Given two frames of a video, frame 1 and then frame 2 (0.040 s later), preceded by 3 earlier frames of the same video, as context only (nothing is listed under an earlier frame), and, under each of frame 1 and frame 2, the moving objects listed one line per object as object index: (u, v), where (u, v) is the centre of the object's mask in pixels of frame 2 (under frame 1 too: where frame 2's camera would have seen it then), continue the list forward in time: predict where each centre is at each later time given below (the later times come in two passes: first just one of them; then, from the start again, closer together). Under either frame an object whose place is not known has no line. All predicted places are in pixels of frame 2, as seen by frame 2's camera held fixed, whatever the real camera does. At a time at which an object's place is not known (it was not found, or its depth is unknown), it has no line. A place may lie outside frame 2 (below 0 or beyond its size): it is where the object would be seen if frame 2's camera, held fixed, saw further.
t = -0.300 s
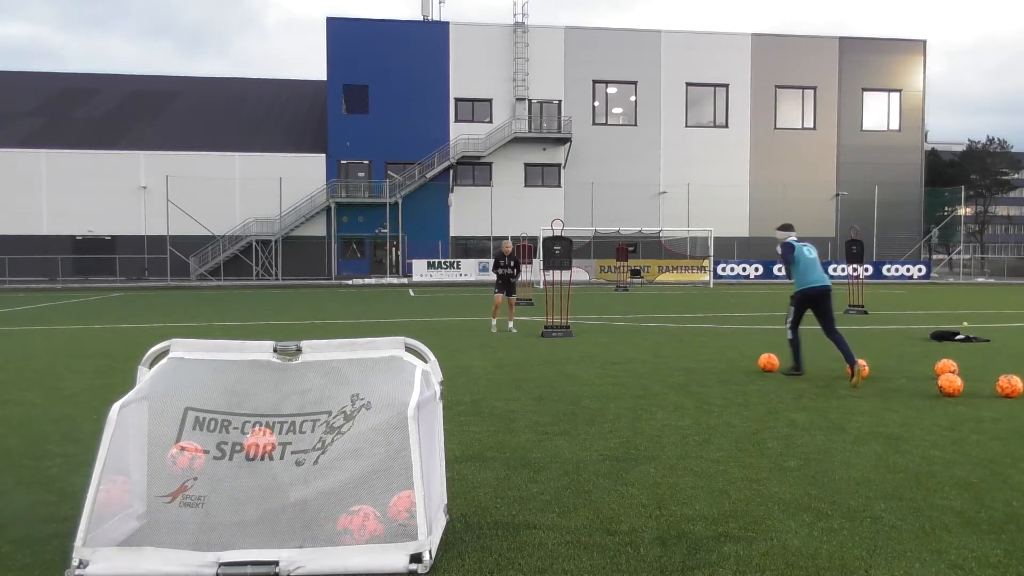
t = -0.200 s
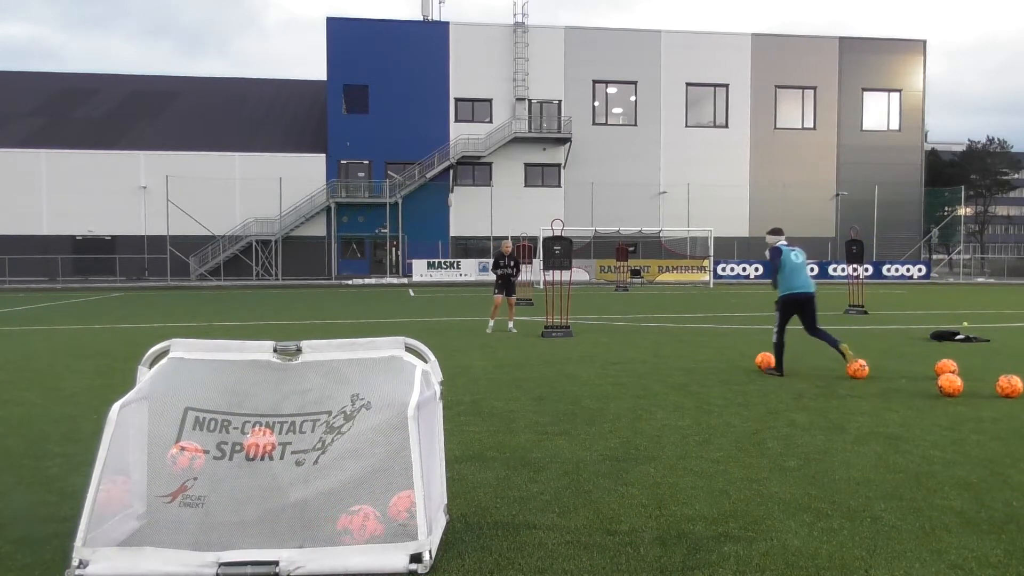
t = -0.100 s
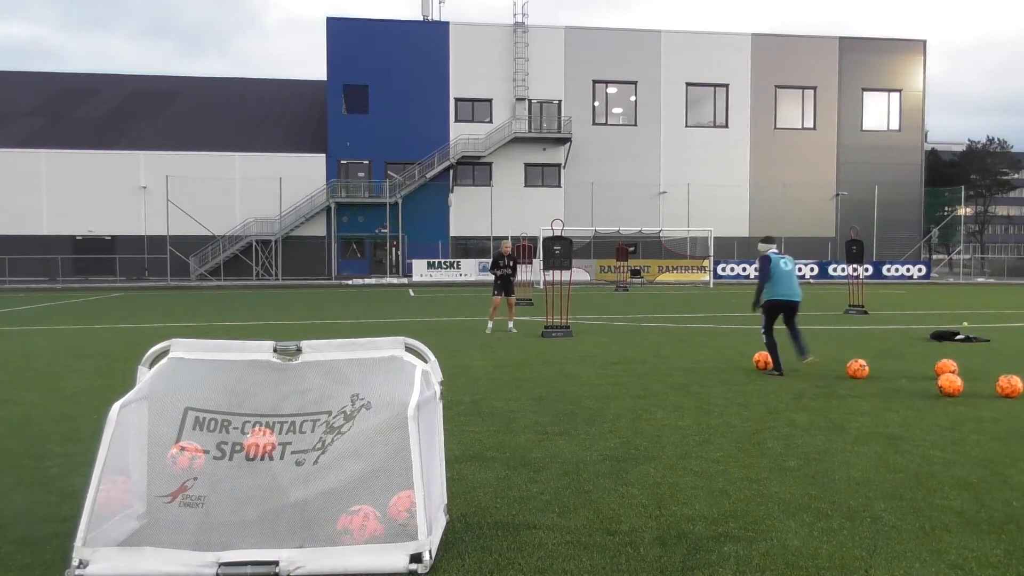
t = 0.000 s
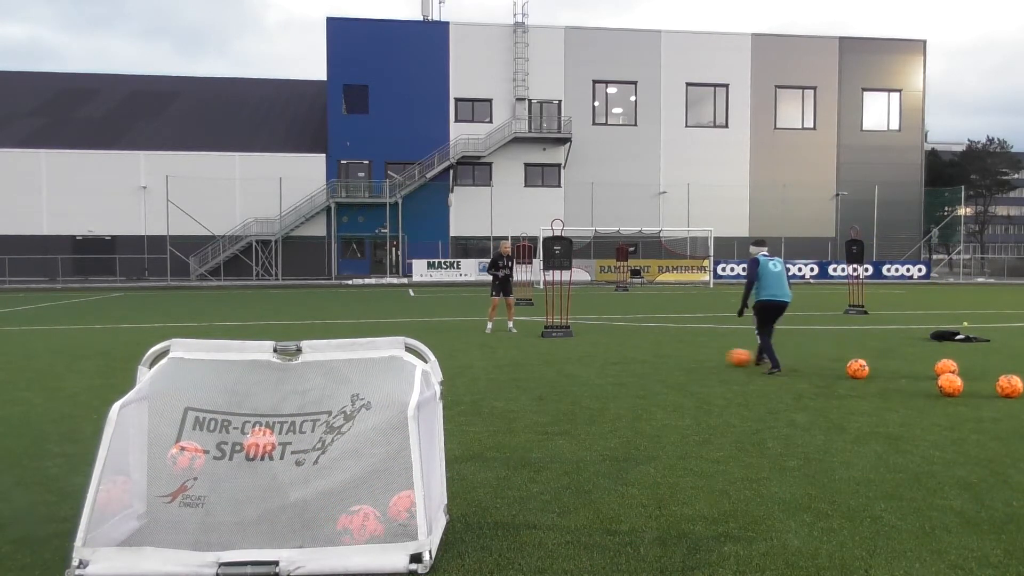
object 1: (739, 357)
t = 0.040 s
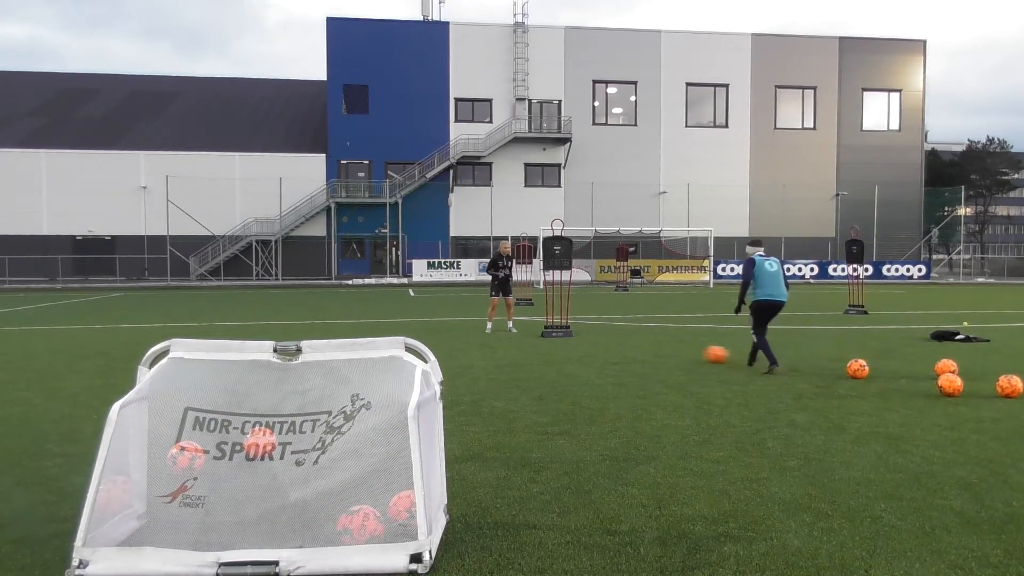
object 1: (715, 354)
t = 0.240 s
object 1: (622, 343)
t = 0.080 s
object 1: (695, 352)
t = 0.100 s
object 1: (684, 351)
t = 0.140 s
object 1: (665, 349)
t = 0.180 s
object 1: (647, 347)
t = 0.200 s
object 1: (639, 345)
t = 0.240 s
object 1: (622, 343)
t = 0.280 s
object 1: (607, 342)
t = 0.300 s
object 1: (599, 341)
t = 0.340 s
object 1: (586, 339)
